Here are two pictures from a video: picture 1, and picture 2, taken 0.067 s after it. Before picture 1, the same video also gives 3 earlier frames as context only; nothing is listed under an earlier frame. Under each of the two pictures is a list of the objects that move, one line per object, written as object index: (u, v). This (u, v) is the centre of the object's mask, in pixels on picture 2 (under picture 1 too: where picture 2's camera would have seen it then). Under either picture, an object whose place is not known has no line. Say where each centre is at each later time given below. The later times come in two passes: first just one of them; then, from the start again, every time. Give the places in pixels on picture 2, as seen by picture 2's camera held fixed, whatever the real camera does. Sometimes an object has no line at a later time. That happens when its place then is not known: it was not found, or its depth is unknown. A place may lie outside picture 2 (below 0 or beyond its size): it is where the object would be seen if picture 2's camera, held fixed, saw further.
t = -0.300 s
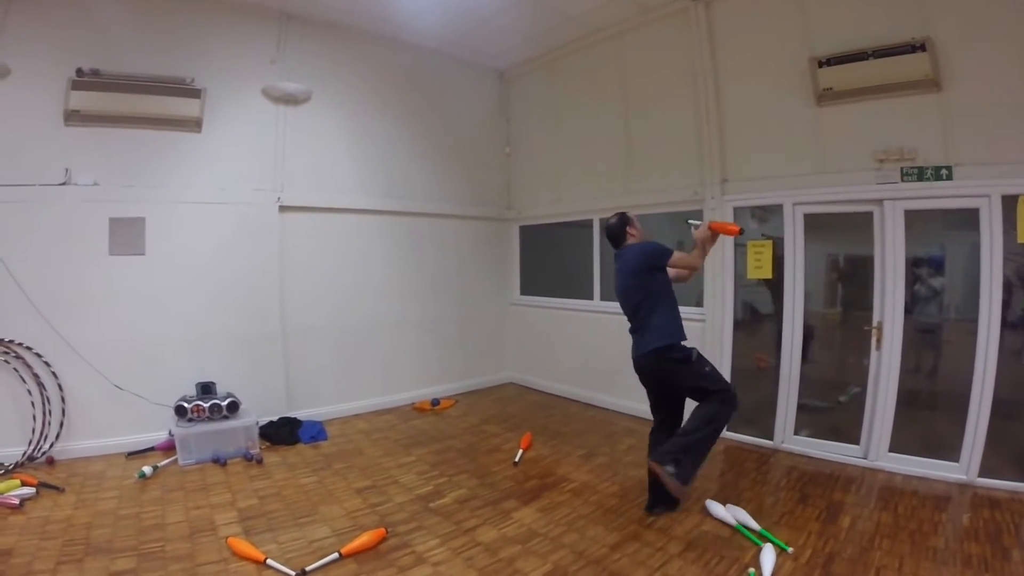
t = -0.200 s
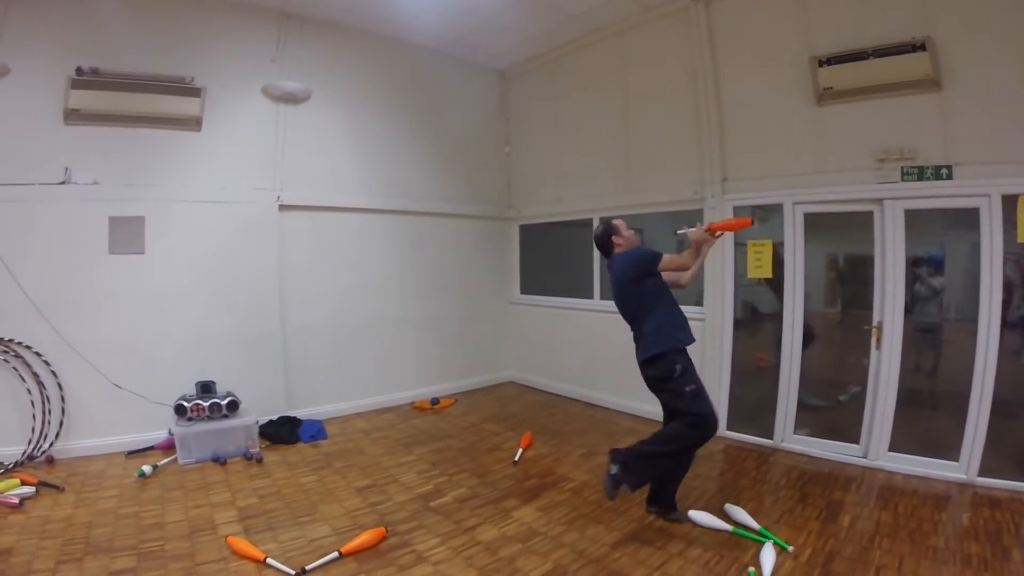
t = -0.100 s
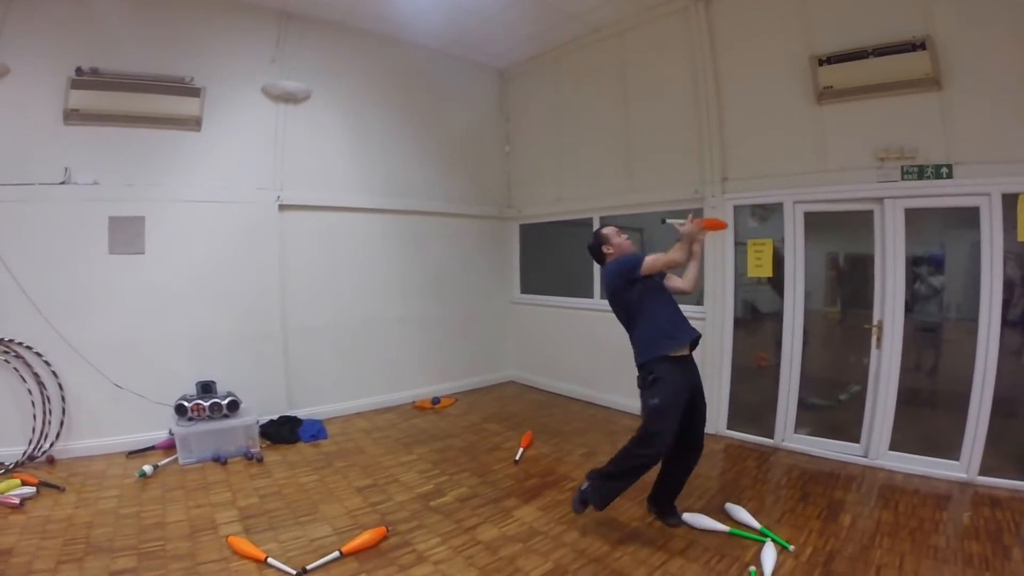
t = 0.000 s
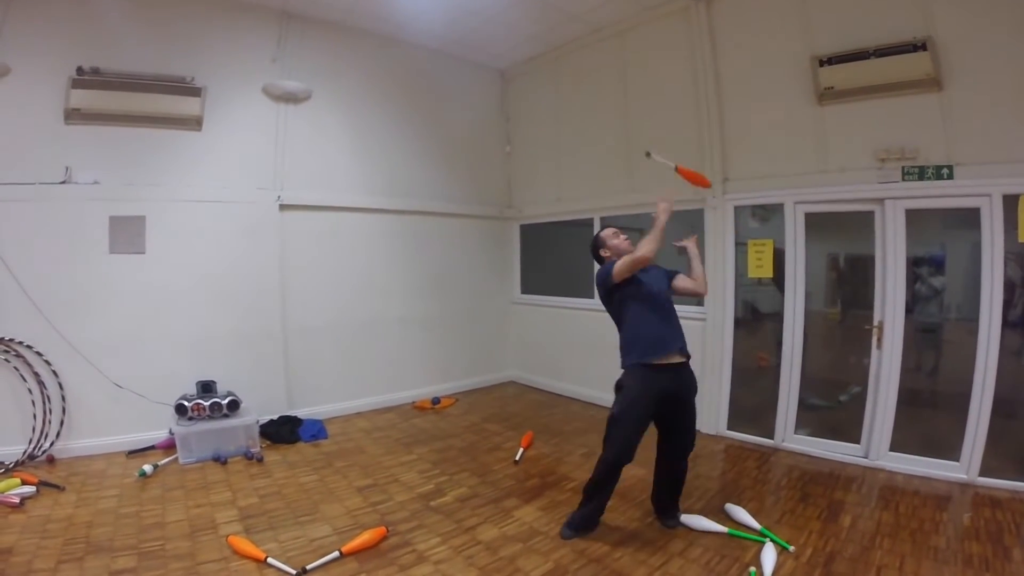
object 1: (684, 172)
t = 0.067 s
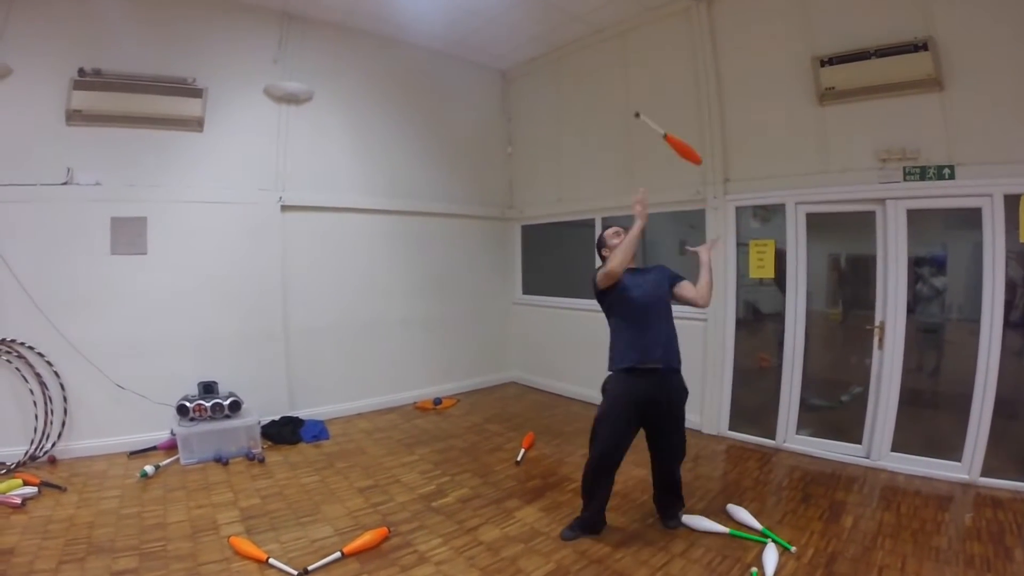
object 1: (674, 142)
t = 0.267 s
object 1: (638, 92)
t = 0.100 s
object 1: (668, 129)
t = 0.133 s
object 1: (662, 119)
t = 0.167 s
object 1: (656, 109)
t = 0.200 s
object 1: (650, 102)
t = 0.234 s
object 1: (643, 96)
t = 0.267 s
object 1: (638, 92)
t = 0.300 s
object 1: (631, 89)
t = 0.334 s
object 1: (624, 89)
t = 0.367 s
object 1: (618, 91)
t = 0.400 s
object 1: (611, 94)
